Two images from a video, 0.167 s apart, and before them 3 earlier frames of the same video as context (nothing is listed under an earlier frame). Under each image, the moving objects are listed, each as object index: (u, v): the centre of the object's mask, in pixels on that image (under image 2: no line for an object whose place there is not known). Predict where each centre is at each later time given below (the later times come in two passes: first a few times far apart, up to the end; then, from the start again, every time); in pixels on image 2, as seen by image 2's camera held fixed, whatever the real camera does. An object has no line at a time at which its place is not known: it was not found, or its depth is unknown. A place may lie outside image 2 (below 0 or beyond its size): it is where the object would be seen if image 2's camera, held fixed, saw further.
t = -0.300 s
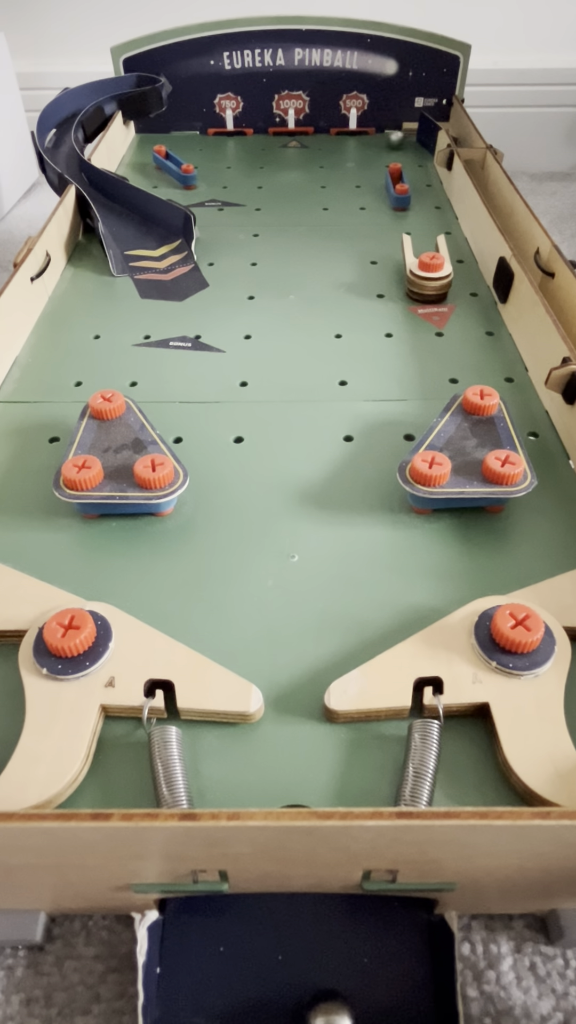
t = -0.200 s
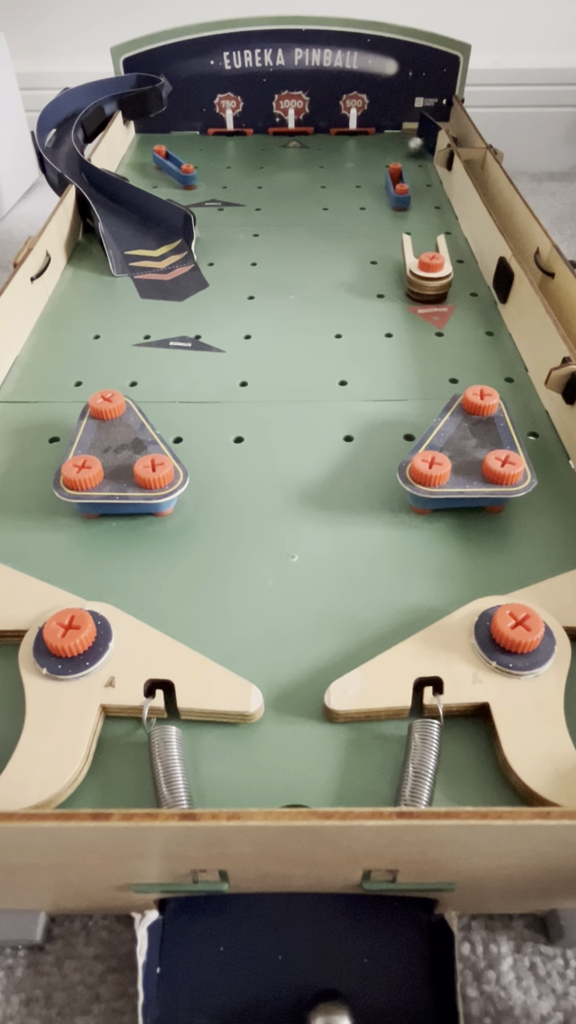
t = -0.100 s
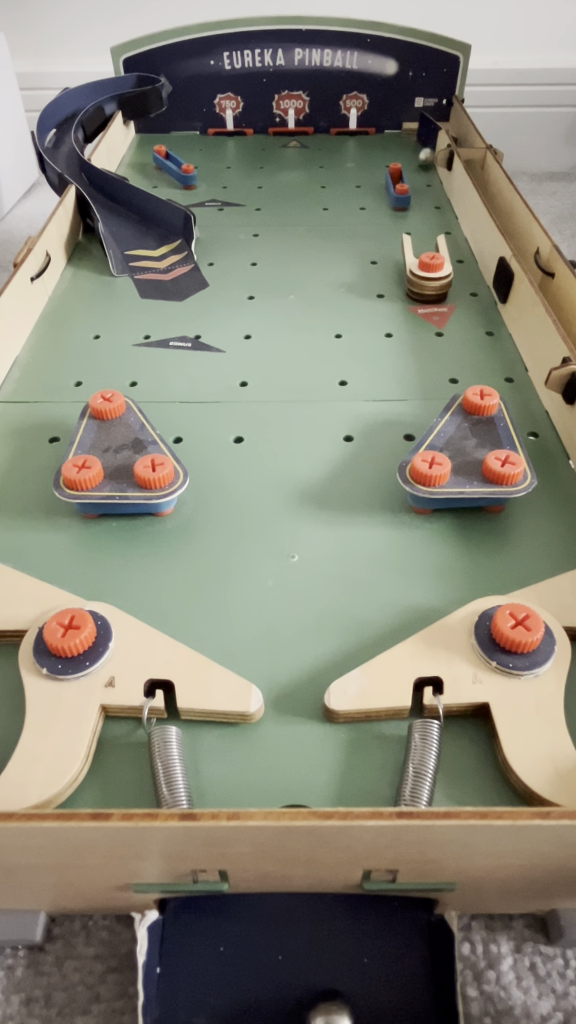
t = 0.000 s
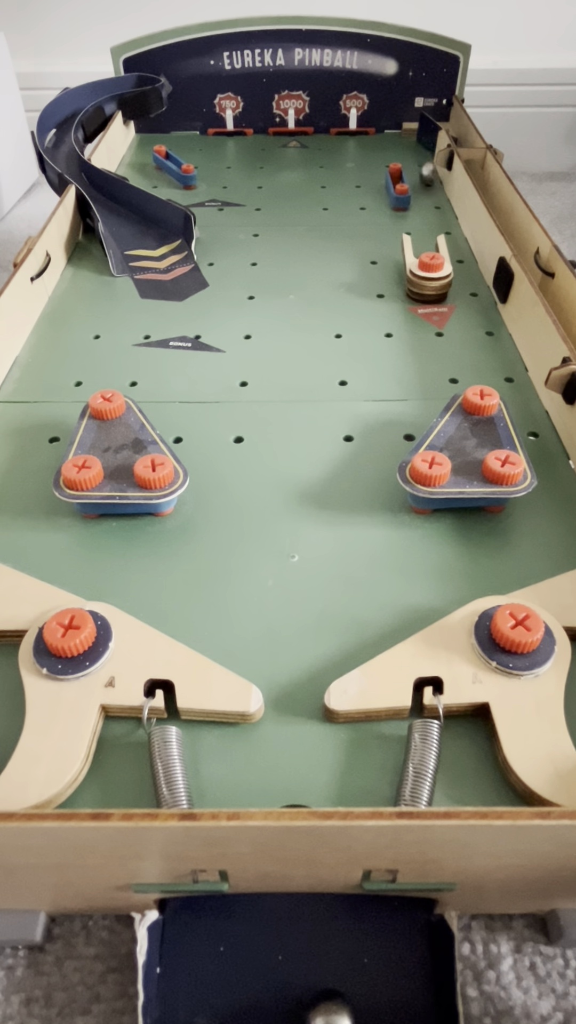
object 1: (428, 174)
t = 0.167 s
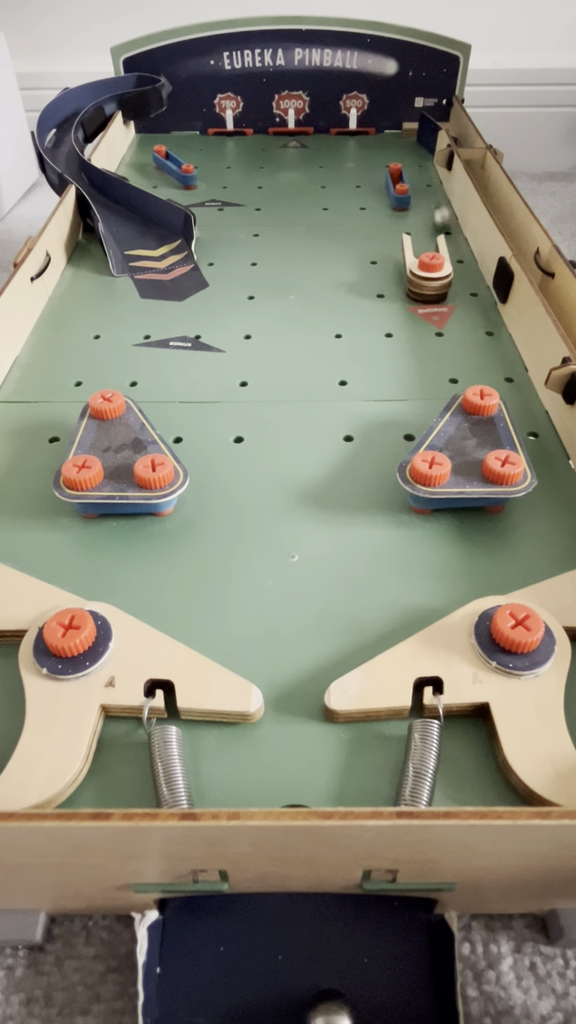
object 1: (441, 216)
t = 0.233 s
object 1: (456, 238)
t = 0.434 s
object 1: (463, 291)
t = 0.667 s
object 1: (455, 382)
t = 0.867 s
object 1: (347, 408)
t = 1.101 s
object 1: (206, 474)
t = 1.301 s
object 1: (297, 495)
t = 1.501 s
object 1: (397, 594)
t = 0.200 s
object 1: (445, 227)
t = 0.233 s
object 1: (456, 238)
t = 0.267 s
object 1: (470, 248)
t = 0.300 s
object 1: (472, 258)
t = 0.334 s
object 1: (476, 267)
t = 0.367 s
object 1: (478, 279)
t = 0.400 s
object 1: (469, 283)
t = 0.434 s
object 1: (463, 291)
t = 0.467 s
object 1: (462, 298)
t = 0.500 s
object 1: (460, 308)
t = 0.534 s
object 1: (458, 319)
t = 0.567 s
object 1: (457, 332)
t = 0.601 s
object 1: (456, 347)
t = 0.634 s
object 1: (455, 365)
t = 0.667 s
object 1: (455, 382)
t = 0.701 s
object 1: (445, 398)
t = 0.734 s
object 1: (430, 397)
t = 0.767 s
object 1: (411, 398)
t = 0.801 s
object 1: (390, 400)
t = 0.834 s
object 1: (368, 403)
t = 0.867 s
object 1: (347, 408)
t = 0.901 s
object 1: (326, 414)
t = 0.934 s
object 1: (303, 421)
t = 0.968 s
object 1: (279, 430)
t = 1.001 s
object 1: (255, 442)
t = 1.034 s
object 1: (232, 455)
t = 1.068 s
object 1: (206, 472)
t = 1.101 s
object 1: (206, 474)
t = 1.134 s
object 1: (222, 473)
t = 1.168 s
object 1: (238, 474)
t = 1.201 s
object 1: (252, 476)
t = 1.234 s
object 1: (267, 480)
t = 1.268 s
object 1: (282, 487)
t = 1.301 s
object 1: (297, 495)
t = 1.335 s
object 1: (312, 504)
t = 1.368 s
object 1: (327, 516)
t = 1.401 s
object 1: (343, 531)
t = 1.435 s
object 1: (361, 550)
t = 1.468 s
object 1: (379, 571)
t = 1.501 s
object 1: (397, 594)
